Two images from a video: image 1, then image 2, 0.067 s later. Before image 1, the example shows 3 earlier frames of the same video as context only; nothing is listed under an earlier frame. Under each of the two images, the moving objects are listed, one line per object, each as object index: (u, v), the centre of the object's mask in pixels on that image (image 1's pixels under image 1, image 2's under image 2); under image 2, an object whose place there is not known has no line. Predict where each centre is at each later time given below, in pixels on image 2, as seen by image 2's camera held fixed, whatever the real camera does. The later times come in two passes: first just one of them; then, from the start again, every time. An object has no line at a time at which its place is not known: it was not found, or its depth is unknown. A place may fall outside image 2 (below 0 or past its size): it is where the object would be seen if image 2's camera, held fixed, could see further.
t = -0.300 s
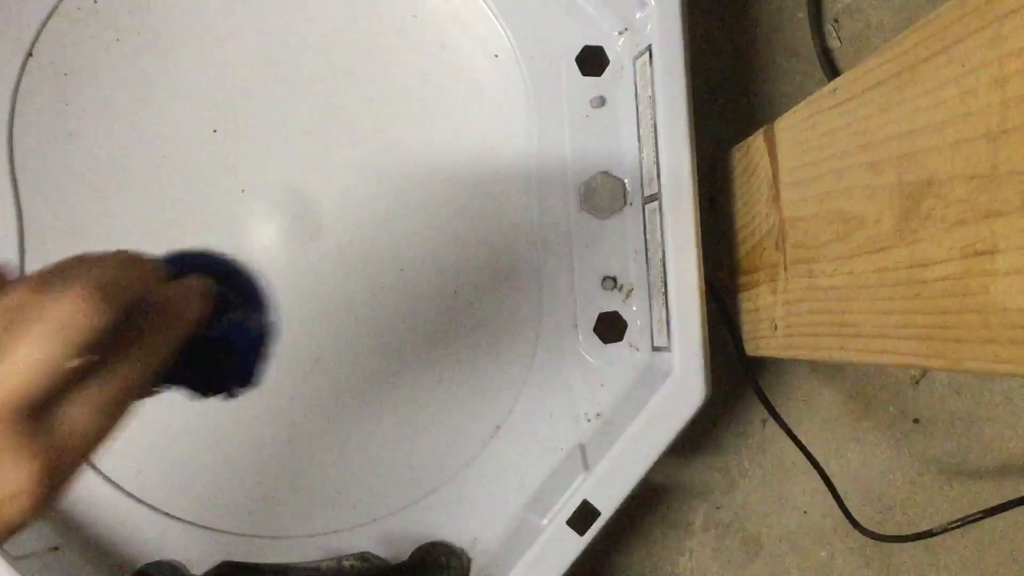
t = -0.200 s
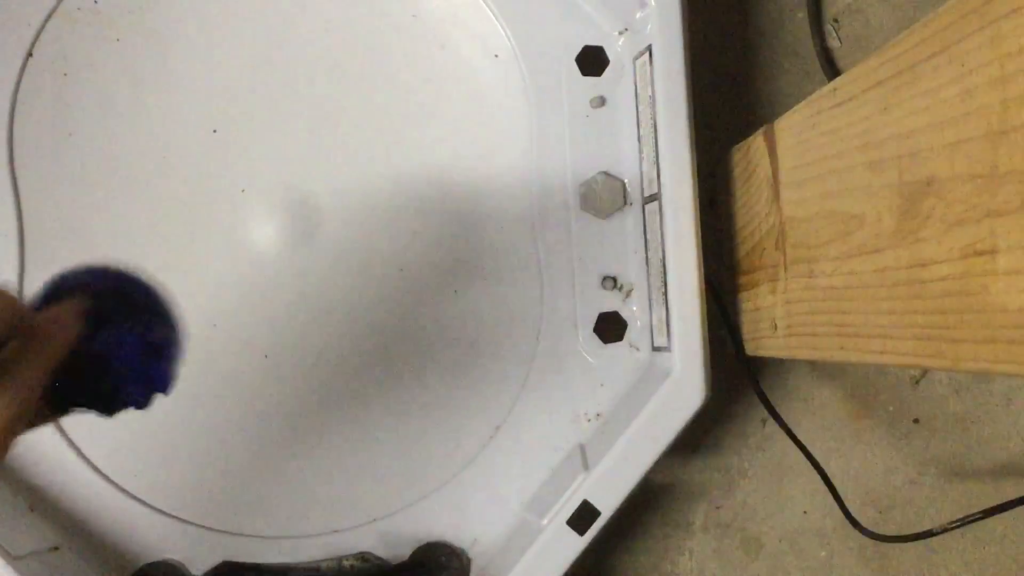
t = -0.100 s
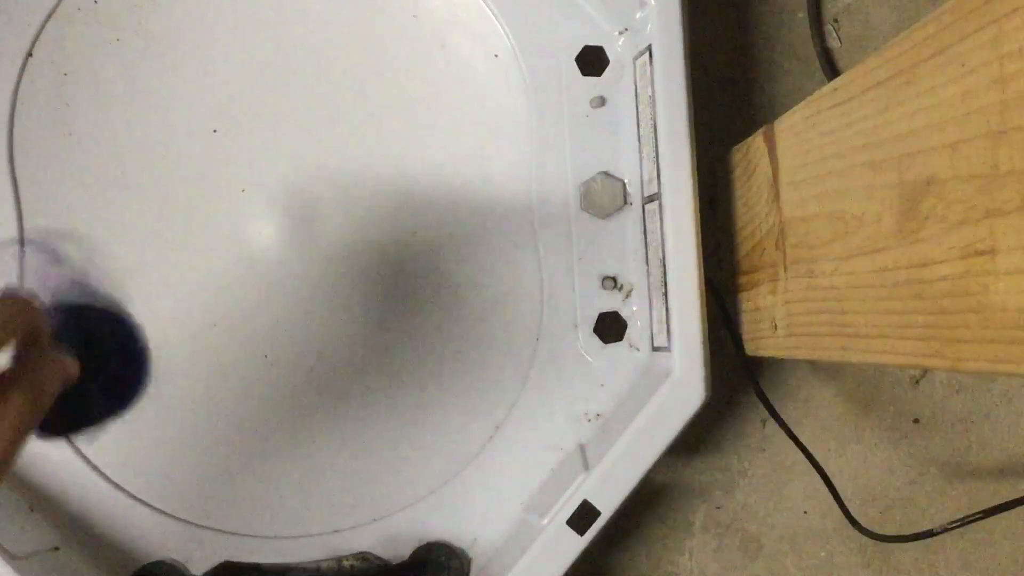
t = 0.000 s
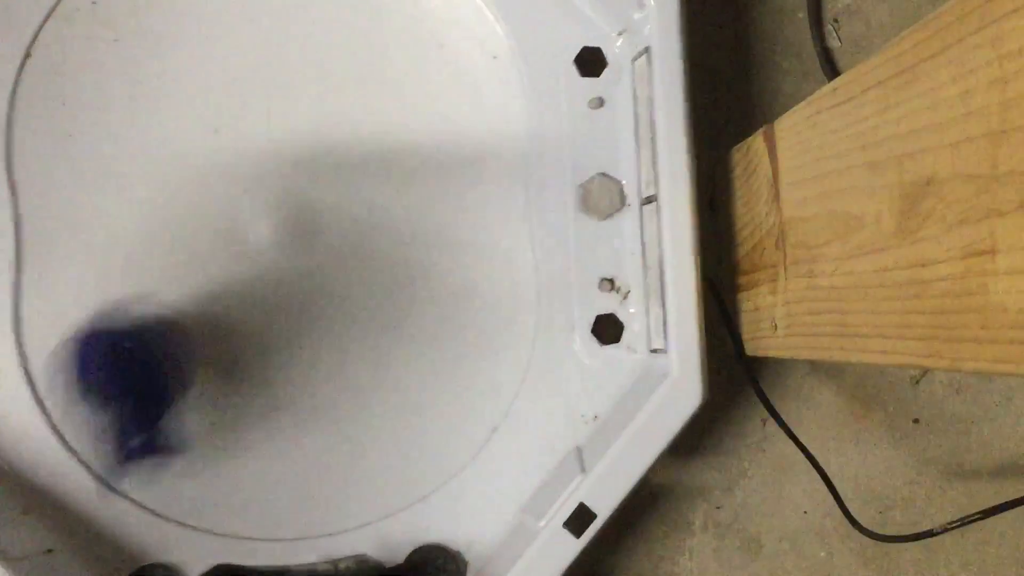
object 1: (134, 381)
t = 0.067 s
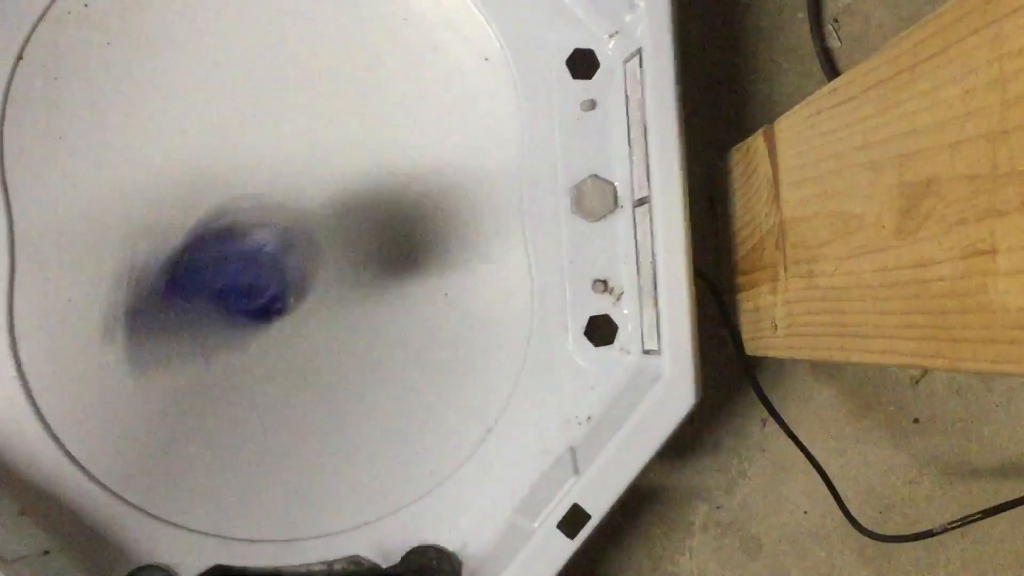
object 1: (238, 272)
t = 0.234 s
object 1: (593, 32)
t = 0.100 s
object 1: (315, 225)
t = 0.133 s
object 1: (394, 171)
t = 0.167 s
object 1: (435, 134)
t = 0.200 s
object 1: (514, 71)
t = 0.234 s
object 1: (593, 32)
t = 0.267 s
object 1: (563, 44)
